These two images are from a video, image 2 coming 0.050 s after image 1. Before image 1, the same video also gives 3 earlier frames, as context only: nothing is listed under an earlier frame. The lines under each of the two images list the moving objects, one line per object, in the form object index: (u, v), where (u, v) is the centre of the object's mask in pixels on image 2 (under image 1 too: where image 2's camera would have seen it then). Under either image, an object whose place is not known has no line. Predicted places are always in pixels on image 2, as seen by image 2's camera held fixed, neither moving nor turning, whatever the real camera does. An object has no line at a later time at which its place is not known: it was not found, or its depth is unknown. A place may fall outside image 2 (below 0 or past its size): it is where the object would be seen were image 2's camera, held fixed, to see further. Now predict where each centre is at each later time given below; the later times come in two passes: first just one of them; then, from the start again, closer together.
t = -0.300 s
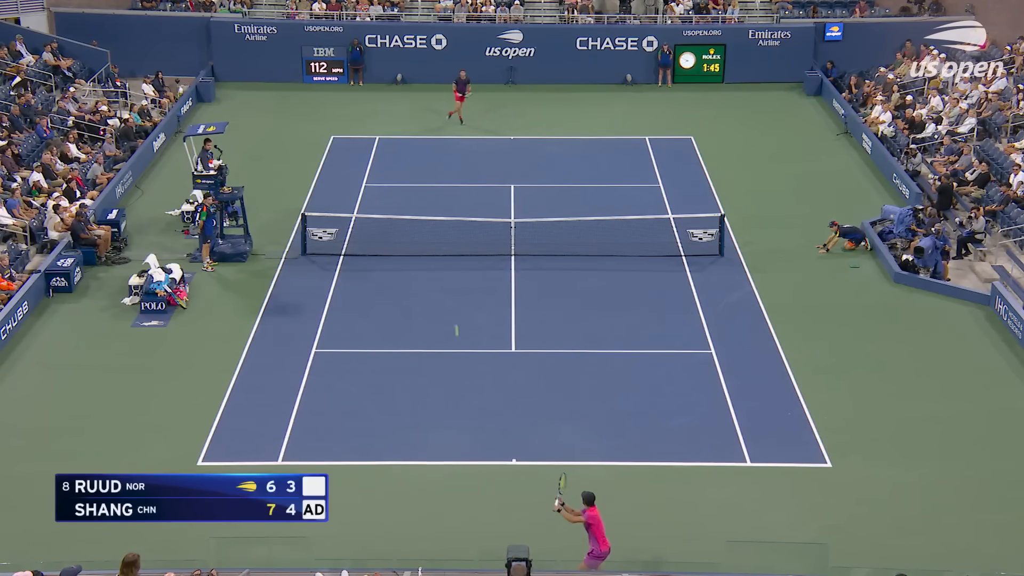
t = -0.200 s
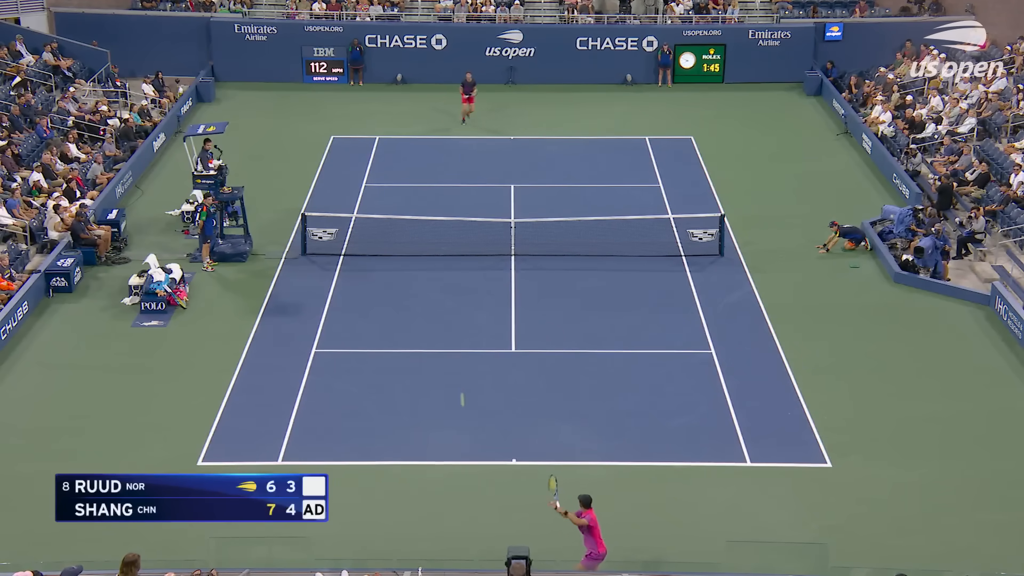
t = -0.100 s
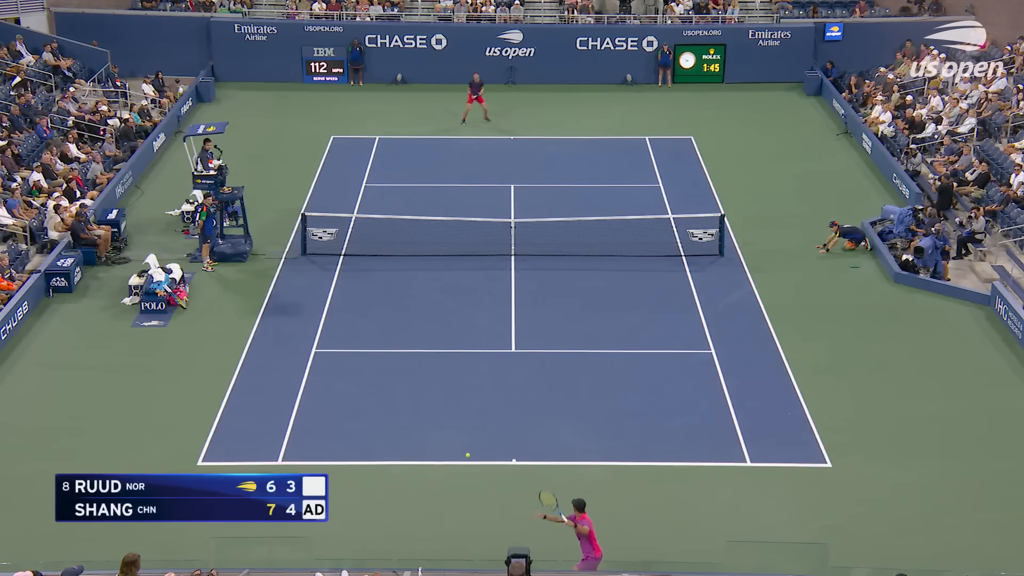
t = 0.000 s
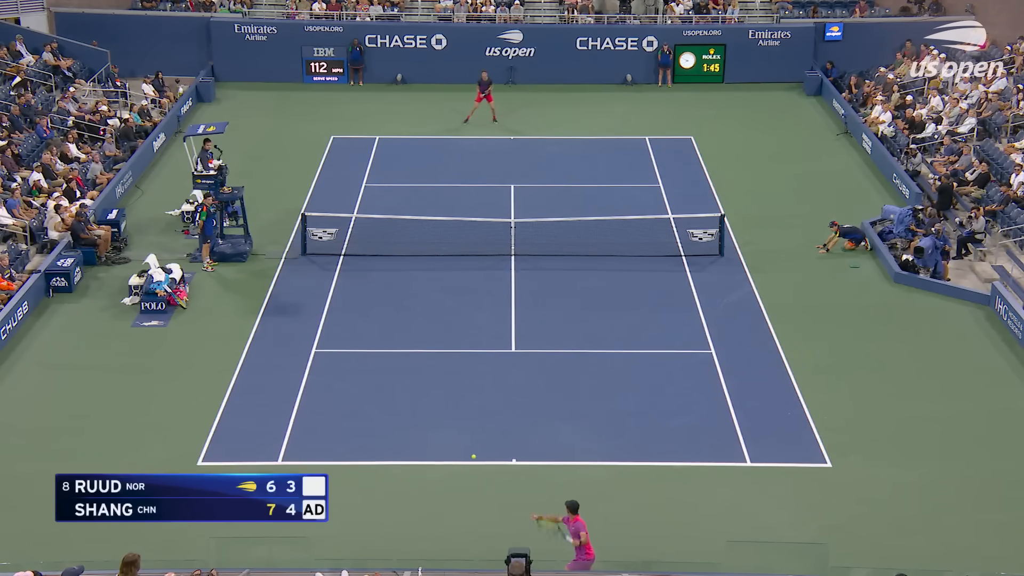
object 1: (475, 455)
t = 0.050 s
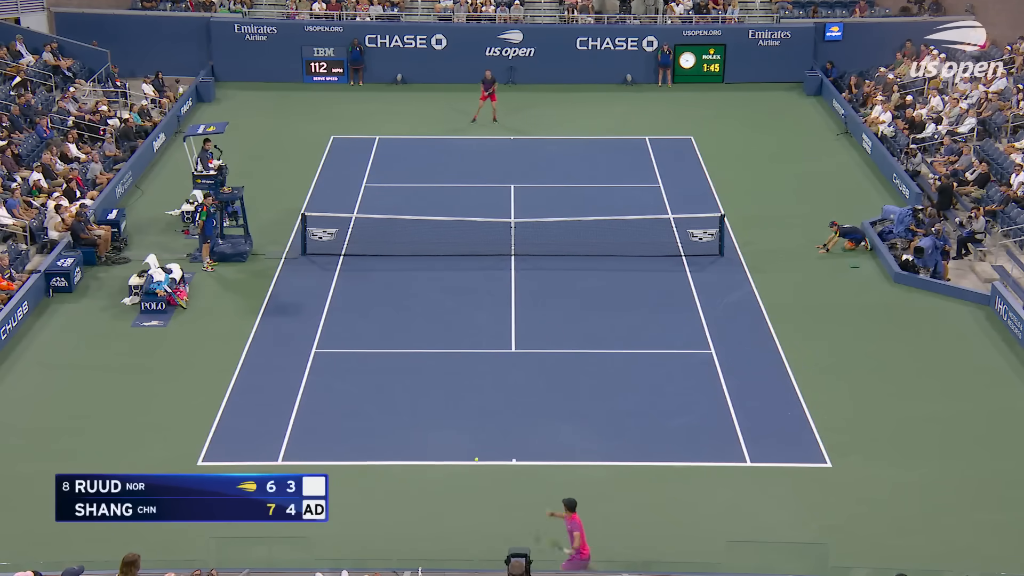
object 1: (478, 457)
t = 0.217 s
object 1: (487, 485)
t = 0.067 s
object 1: (478, 460)
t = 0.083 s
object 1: (478, 462)
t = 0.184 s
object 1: (485, 478)
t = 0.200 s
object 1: (486, 482)
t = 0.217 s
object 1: (487, 485)
